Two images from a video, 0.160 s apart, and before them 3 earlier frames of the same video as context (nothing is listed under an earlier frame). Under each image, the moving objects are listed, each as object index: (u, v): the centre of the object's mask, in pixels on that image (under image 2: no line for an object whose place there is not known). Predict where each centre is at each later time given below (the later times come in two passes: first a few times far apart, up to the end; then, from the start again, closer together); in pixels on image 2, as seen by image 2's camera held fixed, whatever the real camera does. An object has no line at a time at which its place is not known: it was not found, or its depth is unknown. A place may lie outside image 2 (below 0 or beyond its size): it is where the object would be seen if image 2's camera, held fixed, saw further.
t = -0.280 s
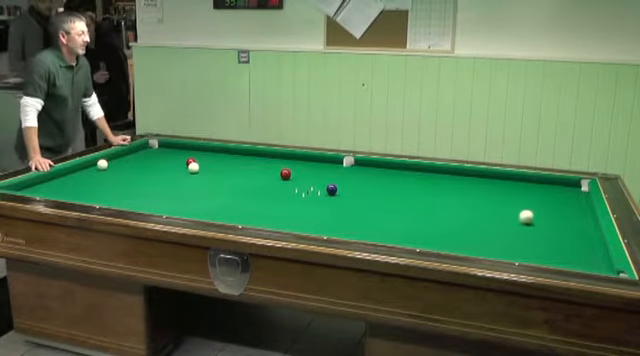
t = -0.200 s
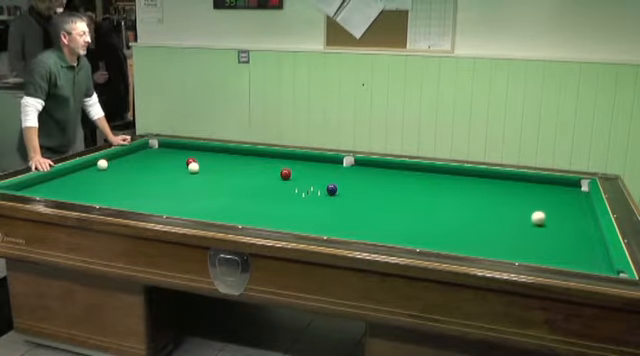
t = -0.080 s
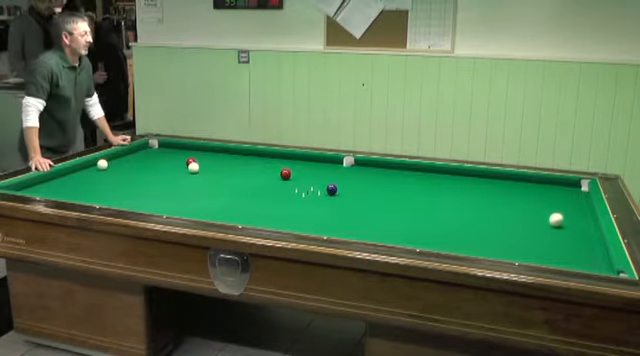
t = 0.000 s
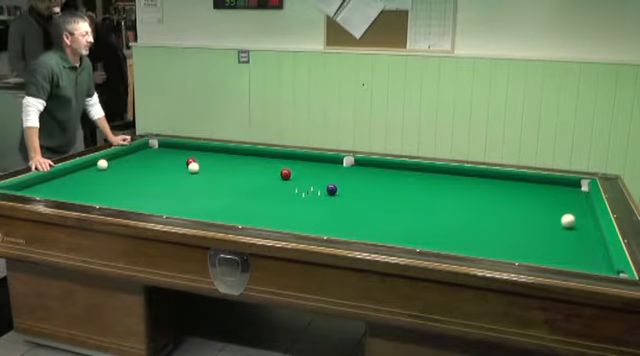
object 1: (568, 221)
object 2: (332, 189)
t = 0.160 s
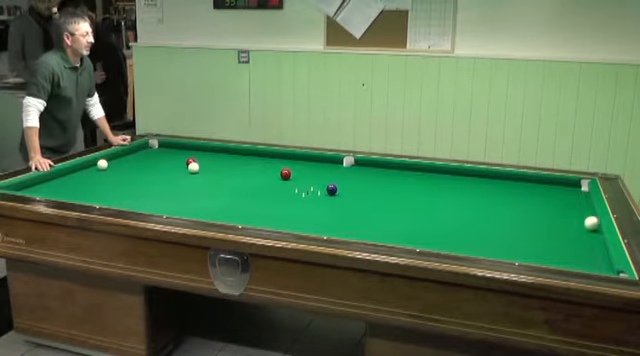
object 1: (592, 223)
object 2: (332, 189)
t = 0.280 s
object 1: (581, 222)
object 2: (332, 189)
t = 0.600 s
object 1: (554, 218)
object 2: (332, 189)
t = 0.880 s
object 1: (532, 215)
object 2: (332, 189)
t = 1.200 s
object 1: (508, 212)
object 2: (332, 189)
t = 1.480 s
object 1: (487, 209)
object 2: (332, 189)
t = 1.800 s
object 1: (466, 206)
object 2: (332, 189)
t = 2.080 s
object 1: (447, 203)
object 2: (332, 189)
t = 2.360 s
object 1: (430, 201)
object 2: (332, 189)
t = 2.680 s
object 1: (412, 199)
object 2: (332, 189)
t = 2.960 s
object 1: (396, 197)
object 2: (332, 189)
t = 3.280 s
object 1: (379, 194)
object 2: (332, 189)
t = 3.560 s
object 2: (332, 189)
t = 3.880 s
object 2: (331, 189)
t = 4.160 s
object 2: (328, 189)
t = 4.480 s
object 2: (319, 188)
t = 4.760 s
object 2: (311, 187)
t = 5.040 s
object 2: (306, 187)
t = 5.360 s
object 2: (297, 186)
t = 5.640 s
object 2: (292, 185)
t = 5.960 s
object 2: (286, 184)
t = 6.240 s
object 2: (284, 184)
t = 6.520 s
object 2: (279, 184)
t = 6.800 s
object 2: (276, 184)
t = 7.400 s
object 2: (272, 183)
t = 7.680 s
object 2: (271, 183)
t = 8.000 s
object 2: (271, 183)
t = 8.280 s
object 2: (271, 183)
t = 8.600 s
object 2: (271, 183)
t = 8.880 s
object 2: (271, 183)
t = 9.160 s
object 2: (271, 183)
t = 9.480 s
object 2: (271, 183)
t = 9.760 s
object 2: (271, 183)
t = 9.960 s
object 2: (271, 183)
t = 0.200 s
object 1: (589, 223)
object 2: (332, 189)
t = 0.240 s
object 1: (585, 222)
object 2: (332, 189)
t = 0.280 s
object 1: (581, 222)
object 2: (332, 189)
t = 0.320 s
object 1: (578, 221)
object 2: (332, 189)
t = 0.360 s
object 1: (574, 221)
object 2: (332, 189)
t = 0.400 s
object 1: (571, 220)
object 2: (332, 189)
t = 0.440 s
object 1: (568, 220)
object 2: (332, 189)
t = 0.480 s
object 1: (565, 219)
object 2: (332, 189)
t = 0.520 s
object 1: (561, 219)
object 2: (332, 189)
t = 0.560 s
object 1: (558, 218)
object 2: (332, 189)
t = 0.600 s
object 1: (554, 218)
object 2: (332, 189)
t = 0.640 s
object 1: (551, 217)
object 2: (332, 189)
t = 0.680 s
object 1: (548, 217)
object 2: (332, 189)
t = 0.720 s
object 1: (545, 216)
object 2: (332, 189)
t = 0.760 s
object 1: (541, 216)
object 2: (332, 189)
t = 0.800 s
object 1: (538, 216)
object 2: (332, 189)
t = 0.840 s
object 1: (535, 215)
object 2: (332, 189)
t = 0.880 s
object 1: (532, 215)
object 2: (332, 189)
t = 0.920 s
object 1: (529, 214)
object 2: (332, 189)
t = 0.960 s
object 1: (526, 214)
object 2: (332, 189)
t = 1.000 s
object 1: (523, 213)
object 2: (332, 189)
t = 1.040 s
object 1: (519, 213)
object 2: (332, 189)
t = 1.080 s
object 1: (516, 213)
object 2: (332, 189)
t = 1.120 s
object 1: (514, 212)
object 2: (332, 189)
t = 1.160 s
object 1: (511, 212)
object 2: (332, 189)
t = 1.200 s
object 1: (508, 212)
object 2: (332, 189)
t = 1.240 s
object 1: (505, 211)
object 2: (332, 189)
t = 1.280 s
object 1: (502, 211)
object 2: (332, 189)
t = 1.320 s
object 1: (499, 210)
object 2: (332, 189)
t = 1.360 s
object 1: (496, 210)
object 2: (332, 189)
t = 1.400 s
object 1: (493, 209)
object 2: (332, 189)
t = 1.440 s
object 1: (490, 209)
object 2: (332, 189)
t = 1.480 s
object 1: (487, 209)
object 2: (332, 189)
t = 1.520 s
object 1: (485, 208)
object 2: (332, 189)
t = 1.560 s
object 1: (482, 208)
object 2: (332, 189)
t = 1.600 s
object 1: (479, 207)
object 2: (332, 189)
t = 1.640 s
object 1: (476, 207)
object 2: (332, 189)
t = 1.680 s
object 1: (474, 207)
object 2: (332, 189)
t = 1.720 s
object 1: (471, 206)
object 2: (332, 189)
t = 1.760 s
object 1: (468, 206)
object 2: (332, 189)
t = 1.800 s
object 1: (466, 206)
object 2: (332, 189)
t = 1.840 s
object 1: (463, 205)
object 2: (332, 189)
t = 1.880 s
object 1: (460, 205)
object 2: (332, 189)
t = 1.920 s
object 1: (457, 204)
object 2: (332, 189)
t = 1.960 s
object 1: (455, 204)
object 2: (332, 189)
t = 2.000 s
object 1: (453, 204)
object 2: (332, 189)
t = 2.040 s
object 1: (450, 204)
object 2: (332, 189)
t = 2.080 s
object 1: (447, 203)
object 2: (332, 189)
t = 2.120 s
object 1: (445, 203)
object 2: (332, 189)
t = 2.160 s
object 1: (442, 203)
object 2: (332, 189)
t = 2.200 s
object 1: (440, 202)
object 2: (332, 189)
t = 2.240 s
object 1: (437, 202)
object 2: (331, 189)
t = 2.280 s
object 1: (435, 202)
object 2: (331, 189)
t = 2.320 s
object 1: (432, 201)
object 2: (332, 189)
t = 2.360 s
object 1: (430, 201)
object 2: (332, 189)
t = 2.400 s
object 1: (428, 201)
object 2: (332, 189)
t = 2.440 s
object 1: (425, 200)
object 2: (332, 189)
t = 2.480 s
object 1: (423, 200)
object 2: (331, 189)
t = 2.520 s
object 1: (421, 200)
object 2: (331, 189)
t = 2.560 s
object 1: (418, 199)
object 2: (331, 189)
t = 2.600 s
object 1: (416, 199)
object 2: (331, 189)
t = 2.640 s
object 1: (414, 199)
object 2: (332, 189)
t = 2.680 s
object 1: (412, 199)
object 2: (332, 189)
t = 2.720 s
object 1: (410, 198)
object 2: (331, 189)
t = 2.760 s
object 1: (407, 198)
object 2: (331, 189)
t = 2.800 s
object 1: (405, 198)
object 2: (331, 189)
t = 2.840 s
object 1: (402, 197)
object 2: (332, 189)
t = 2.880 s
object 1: (400, 197)
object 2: (332, 189)
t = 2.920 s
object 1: (398, 197)
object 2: (332, 189)
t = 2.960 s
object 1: (396, 197)
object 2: (332, 189)
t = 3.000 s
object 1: (394, 196)
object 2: (332, 189)
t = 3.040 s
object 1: (391, 196)
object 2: (331, 189)
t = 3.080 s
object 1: (389, 196)
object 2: (332, 189)
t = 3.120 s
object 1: (387, 195)
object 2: (332, 189)
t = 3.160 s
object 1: (385, 195)
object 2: (332, 189)
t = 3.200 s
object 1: (383, 195)
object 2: (332, 189)
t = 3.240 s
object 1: (381, 195)
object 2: (332, 189)
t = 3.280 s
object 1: (379, 194)
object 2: (332, 189)
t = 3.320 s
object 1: (377, 194)
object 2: (332, 189)
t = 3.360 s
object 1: (375, 194)
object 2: (332, 189)
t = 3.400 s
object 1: (373, 194)
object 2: (332, 189)
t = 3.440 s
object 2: (332, 189)
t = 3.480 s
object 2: (332, 189)
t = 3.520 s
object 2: (331, 189)
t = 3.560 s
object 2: (332, 189)
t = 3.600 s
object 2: (331, 189)
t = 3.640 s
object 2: (331, 189)
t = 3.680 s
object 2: (331, 189)
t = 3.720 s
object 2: (331, 189)
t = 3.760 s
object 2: (332, 189)
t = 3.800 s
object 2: (331, 189)
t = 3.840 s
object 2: (332, 189)
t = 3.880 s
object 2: (331, 189)
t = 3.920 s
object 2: (331, 189)
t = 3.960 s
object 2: (331, 189)
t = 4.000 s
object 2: (331, 189)
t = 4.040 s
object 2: (331, 189)
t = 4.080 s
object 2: (331, 189)
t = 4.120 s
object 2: (329, 189)
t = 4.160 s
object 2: (328, 189)
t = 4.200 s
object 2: (327, 189)
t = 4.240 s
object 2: (326, 189)
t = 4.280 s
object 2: (325, 189)
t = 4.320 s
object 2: (324, 188)
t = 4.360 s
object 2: (322, 188)
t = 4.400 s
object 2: (321, 188)
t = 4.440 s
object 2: (320, 188)
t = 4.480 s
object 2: (319, 188)
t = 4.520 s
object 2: (318, 188)
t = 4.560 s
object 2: (316, 188)
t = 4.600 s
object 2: (315, 188)
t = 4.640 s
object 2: (314, 188)
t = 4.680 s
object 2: (313, 188)
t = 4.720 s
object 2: (312, 187)
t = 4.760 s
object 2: (311, 187)
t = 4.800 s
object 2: (310, 187)
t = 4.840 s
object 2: (309, 187)
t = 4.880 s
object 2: (308, 187)
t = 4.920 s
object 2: (307, 187)
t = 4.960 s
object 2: (306, 187)
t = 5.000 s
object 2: (306, 187)
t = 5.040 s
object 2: (306, 187)
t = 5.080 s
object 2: (304, 187)
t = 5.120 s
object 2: (303, 187)
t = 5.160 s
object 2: (301, 186)
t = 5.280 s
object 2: (298, 186)
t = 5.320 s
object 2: (298, 186)
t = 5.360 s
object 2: (297, 186)
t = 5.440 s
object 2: (296, 186)
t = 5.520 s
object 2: (294, 185)
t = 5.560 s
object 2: (294, 185)
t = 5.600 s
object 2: (293, 185)
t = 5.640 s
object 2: (292, 185)
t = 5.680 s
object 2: (292, 185)
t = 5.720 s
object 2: (291, 185)
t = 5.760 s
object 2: (290, 185)
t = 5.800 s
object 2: (290, 185)
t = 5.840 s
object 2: (289, 185)
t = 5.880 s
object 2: (288, 185)
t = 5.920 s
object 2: (287, 184)
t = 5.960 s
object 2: (286, 184)
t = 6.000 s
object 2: (286, 184)
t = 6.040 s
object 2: (285, 184)
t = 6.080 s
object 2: (285, 184)
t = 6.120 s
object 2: (285, 184)
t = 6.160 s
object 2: (284, 184)
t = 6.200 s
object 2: (284, 184)
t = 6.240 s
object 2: (284, 184)
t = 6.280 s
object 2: (284, 184)
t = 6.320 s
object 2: (282, 184)
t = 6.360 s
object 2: (280, 184)
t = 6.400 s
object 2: (280, 184)
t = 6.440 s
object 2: (279, 184)
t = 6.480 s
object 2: (279, 184)
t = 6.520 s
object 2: (279, 184)
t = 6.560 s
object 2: (278, 184)
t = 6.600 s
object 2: (278, 184)
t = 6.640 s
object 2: (278, 183)
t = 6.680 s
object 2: (277, 184)
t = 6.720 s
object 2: (277, 184)
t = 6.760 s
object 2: (277, 184)
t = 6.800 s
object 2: (276, 184)
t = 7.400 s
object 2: (272, 183)
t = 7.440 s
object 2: (272, 183)
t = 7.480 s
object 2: (271, 183)
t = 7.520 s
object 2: (271, 183)
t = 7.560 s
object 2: (271, 183)
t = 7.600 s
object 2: (271, 183)
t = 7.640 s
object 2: (271, 183)
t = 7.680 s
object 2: (271, 183)
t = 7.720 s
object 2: (271, 183)
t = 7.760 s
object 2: (271, 183)
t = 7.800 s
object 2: (271, 183)
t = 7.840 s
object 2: (271, 183)
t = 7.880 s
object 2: (271, 183)
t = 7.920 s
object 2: (271, 183)
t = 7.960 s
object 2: (271, 183)
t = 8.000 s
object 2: (271, 183)
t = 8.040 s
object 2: (271, 183)
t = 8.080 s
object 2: (271, 183)
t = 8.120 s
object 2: (271, 183)
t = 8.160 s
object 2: (271, 183)
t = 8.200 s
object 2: (271, 183)
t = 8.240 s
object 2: (271, 183)
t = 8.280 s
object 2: (271, 183)
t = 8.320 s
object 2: (271, 183)
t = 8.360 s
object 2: (271, 183)
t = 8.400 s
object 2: (271, 183)
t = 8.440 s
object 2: (271, 183)
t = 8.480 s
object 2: (271, 183)
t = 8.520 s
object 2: (271, 183)
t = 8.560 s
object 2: (271, 183)
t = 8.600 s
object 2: (271, 183)
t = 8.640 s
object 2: (271, 183)
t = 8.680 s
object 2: (271, 183)
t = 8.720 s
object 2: (271, 183)
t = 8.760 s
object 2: (271, 183)
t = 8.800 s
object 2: (271, 183)
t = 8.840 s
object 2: (271, 183)
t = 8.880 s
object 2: (271, 183)
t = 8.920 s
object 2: (271, 183)
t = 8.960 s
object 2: (271, 183)
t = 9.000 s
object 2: (271, 183)
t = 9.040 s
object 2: (271, 183)
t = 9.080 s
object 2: (271, 183)
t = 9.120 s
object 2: (271, 183)
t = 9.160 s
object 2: (271, 183)
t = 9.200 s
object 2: (271, 183)
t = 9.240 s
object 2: (271, 183)
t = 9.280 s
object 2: (271, 183)
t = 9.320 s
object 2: (271, 183)
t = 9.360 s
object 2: (271, 183)
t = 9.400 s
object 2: (271, 183)
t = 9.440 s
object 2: (271, 183)
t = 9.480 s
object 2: (271, 183)
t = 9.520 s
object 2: (271, 183)
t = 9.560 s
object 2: (271, 183)
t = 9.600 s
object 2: (271, 183)
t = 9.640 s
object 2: (271, 183)
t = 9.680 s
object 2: (271, 183)
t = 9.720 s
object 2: (271, 183)
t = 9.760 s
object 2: (271, 183)
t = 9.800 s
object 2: (271, 183)
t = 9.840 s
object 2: (271, 183)
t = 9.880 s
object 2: (271, 183)
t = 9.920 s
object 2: (271, 183)
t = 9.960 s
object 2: (271, 183)
